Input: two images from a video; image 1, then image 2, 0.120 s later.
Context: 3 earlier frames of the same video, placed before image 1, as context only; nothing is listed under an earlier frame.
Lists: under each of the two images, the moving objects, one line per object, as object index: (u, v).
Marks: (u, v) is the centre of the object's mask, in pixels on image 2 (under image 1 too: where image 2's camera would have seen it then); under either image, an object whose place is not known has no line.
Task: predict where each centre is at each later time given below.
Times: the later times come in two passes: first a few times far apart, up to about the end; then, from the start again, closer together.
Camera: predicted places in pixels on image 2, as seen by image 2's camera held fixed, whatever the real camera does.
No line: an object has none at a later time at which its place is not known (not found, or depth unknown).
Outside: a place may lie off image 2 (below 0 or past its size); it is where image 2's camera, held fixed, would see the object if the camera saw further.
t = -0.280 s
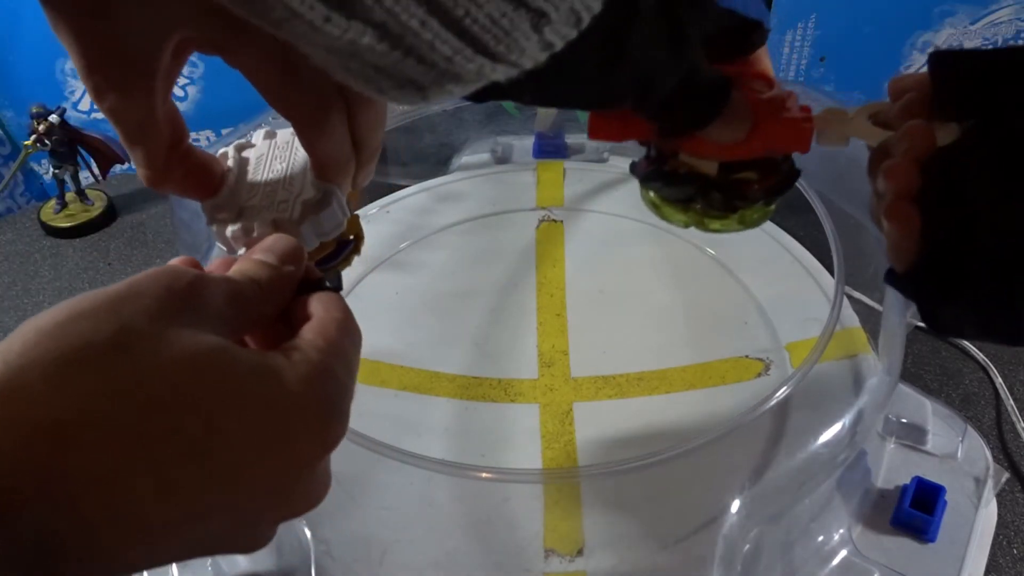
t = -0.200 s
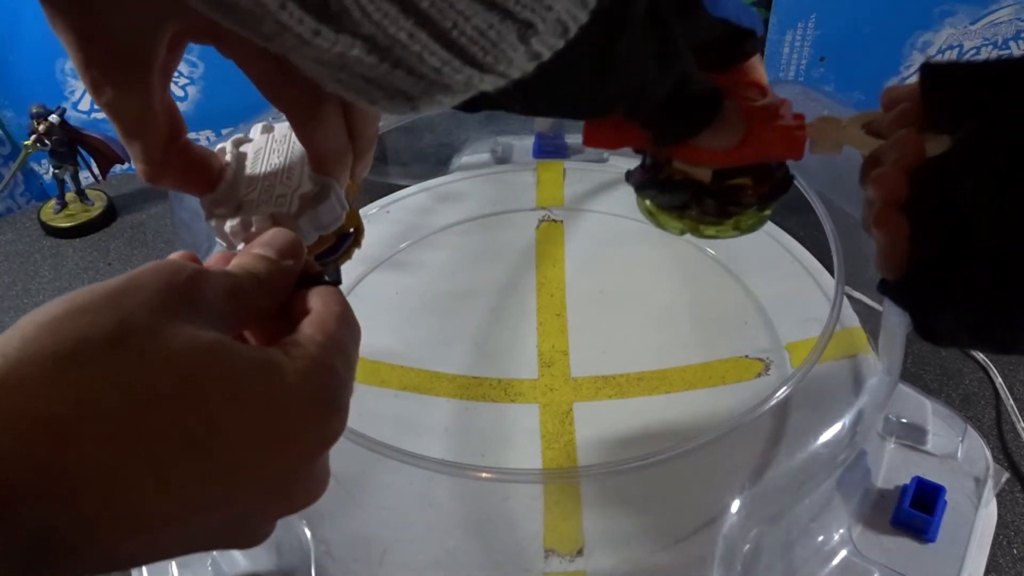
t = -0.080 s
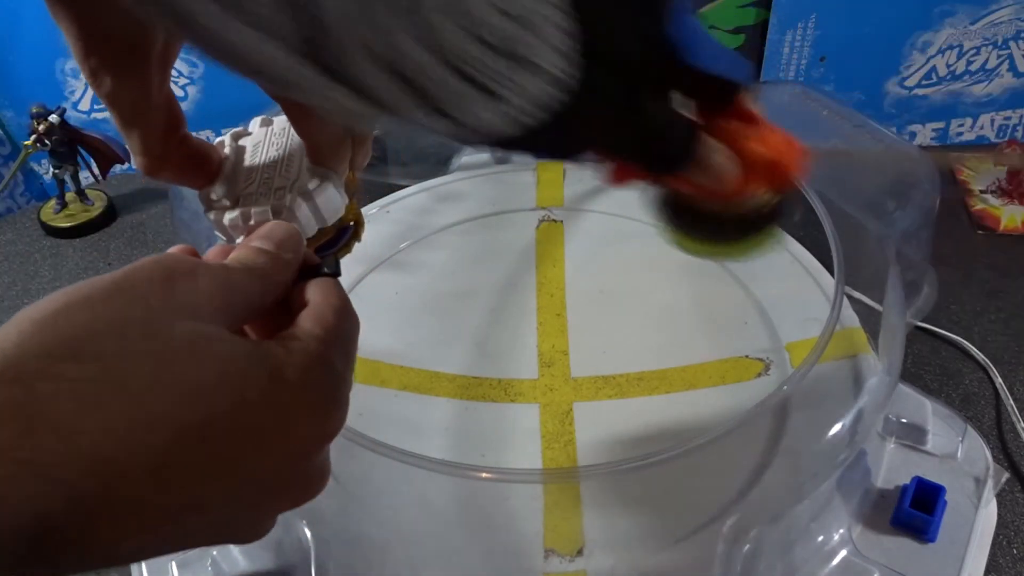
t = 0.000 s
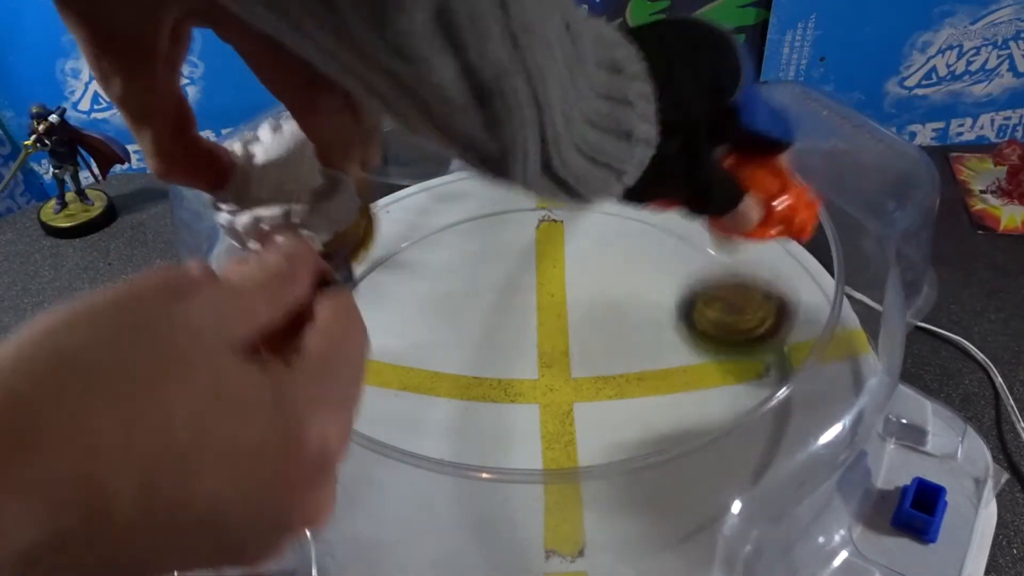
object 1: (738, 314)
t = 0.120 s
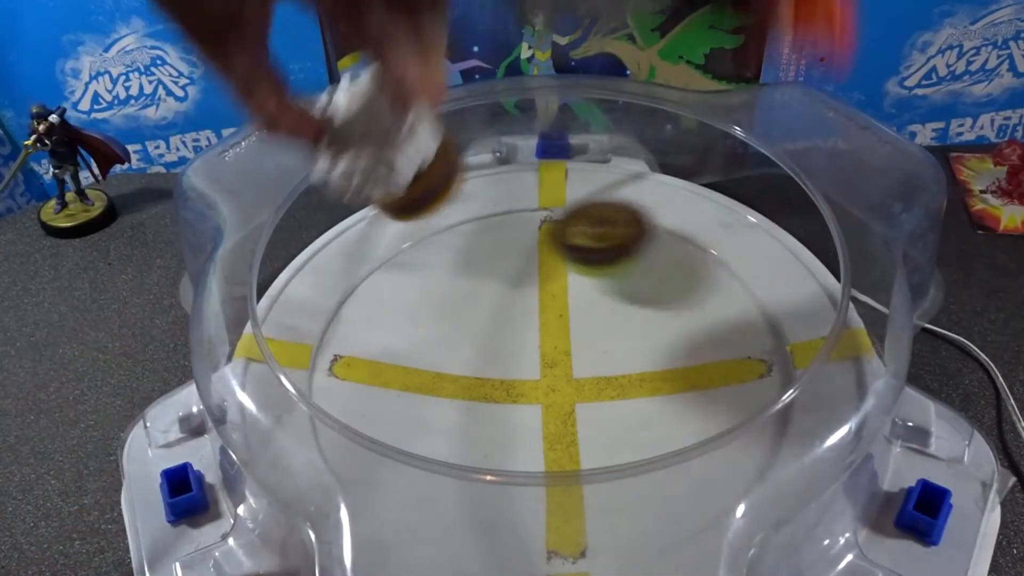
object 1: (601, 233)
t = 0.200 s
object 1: (537, 216)
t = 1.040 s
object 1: (703, 337)
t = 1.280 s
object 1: (470, 389)
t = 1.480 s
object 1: (457, 521)
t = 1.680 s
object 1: (619, 533)
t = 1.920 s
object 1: (599, 380)
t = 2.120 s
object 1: (416, 329)
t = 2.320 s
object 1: (336, 419)
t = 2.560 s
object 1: (509, 418)
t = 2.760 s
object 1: (476, 309)
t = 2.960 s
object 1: (395, 314)
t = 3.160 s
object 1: (448, 341)
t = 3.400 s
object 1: (510, 276)
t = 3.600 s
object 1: (458, 258)
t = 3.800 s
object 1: (498, 325)
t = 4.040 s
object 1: (608, 295)
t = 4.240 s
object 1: (600, 251)
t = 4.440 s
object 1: (539, 288)
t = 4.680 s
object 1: (606, 366)
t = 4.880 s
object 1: (674, 350)
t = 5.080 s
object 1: (623, 311)
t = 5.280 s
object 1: (545, 378)
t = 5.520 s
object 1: (612, 430)
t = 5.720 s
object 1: (626, 379)
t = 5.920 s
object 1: (513, 361)
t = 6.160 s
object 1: (448, 421)
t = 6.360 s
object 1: (538, 417)
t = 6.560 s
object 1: (520, 337)
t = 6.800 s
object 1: (430, 319)
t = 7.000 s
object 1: (446, 365)
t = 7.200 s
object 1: (540, 336)
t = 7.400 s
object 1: (541, 274)
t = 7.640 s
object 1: (484, 290)
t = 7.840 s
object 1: (542, 345)
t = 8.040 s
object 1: (627, 327)
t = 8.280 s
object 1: (601, 285)
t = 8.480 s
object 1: (545, 338)
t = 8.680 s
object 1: (578, 400)
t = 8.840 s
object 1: (636, 401)
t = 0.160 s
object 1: (555, 226)
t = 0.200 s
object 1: (537, 216)
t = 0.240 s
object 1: (526, 227)
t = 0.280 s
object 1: (548, 233)
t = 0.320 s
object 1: (568, 252)
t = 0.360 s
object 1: (582, 276)
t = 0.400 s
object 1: (586, 300)
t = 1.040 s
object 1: (703, 337)
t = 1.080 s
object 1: (659, 334)
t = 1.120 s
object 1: (618, 337)
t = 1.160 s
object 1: (576, 343)
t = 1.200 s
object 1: (536, 353)
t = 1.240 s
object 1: (500, 369)
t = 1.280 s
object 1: (470, 389)
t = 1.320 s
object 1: (443, 415)
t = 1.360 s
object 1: (426, 442)
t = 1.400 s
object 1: (420, 473)
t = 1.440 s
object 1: (429, 505)
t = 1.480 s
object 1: (457, 521)
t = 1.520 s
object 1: (499, 532)
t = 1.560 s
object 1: (532, 538)
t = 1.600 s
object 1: (562, 540)
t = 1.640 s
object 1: (592, 539)
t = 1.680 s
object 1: (619, 533)
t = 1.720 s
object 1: (638, 524)
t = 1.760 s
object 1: (656, 506)
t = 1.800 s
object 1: (660, 469)
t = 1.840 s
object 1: (646, 426)
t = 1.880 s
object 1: (629, 404)
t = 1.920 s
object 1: (599, 380)
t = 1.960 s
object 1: (564, 360)
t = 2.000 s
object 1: (525, 344)
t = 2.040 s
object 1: (488, 334)
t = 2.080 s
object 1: (452, 329)
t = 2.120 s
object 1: (416, 329)
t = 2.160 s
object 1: (383, 335)
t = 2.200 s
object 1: (351, 350)
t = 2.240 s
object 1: (331, 367)
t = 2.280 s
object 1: (320, 390)
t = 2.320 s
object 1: (336, 419)
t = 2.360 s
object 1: (360, 445)
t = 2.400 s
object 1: (387, 462)
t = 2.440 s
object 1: (426, 456)
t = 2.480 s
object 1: (460, 452)
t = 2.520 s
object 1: (490, 434)
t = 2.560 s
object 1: (509, 418)
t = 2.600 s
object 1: (515, 394)
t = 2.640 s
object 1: (514, 369)
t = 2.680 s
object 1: (506, 346)
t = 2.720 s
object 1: (494, 326)
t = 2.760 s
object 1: (476, 309)
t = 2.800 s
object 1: (456, 299)
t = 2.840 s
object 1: (434, 295)
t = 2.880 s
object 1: (413, 298)
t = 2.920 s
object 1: (400, 306)
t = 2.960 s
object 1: (395, 314)
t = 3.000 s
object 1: (396, 322)
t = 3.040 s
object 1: (401, 331)
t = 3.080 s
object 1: (411, 337)
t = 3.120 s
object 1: (427, 341)
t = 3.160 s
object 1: (448, 341)
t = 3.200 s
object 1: (471, 338)
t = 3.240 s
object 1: (491, 329)
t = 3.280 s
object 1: (504, 315)
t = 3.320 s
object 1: (511, 303)
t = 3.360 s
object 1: (512, 289)
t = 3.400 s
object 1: (510, 276)
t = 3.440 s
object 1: (504, 266)
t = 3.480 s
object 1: (495, 258)
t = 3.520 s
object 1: (483, 253)
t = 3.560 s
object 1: (470, 252)
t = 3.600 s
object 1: (458, 258)
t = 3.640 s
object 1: (451, 269)
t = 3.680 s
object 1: (451, 285)
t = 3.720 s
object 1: (460, 302)
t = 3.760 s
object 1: (477, 316)
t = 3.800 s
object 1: (498, 325)
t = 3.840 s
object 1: (522, 330)
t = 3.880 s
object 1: (543, 328)
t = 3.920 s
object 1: (564, 323)
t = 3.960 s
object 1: (582, 315)
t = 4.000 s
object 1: (597, 306)
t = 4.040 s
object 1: (608, 295)
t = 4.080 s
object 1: (615, 284)
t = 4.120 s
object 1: (618, 274)
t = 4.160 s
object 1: (616, 264)
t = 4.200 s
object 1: (610, 256)
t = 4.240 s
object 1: (600, 251)
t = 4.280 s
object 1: (587, 247)
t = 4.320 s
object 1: (572, 249)
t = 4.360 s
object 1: (557, 258)
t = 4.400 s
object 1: (546, 272)
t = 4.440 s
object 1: (539, 288)
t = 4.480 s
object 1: (539, 305)
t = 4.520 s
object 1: (543, 322)
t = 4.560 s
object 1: (554, 337)
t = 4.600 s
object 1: (568, 350)
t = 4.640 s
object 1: (587, 360)
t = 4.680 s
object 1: (606, 366)
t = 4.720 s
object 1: (625, 368)
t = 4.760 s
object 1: (641, 368)
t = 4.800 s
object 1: (656, 365)
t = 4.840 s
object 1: (665, 358)
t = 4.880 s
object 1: (674, 350)
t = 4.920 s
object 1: (680, 338)
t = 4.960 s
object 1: (678, 326)
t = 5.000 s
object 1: (666, 315)
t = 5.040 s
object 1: (646, 309)
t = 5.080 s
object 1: (623, 311)
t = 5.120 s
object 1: (600, 319)
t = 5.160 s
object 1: (579, 330)
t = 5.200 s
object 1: (561, 344)
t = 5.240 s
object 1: (551, 361)
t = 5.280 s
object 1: (545, 378)
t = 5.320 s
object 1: (546, 396)
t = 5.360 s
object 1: (552, 410)
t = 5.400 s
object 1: (563, 424)
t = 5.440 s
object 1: (578, 428)
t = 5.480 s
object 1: (595, 430)
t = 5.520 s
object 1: (612, 430)
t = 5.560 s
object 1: (628, 425)
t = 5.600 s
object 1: (641, 418)
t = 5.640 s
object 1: (646, 408)
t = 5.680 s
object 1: (640, 393)
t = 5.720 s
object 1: (626, 379)
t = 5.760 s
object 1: (607, 368)
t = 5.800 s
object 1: (584, 361)
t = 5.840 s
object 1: (561, 358)
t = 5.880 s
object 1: (536, 357)
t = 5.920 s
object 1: (513, 361)
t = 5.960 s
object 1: (491, 367)
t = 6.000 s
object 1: (472, 375)
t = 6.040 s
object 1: (456, 386)
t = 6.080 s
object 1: (446, 399)
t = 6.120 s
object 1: (443, 411)
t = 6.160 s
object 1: (448, 421)
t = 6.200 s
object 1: (462, 428)
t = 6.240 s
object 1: (480, 432)
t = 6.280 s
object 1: (502, 433)
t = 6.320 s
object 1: (522, 429)
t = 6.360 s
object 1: (538, 417)
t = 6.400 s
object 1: (546, 401)
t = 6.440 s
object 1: (547, 382)
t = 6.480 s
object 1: (543, 365)
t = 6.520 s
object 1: (533, 350)
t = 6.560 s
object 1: (520, 337)
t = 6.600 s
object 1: (506, 326)
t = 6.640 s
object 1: (490, 319)
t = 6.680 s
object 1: (475, 314)
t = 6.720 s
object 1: (458, 312)
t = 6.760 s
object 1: (443, 314)
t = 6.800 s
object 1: (430, 319)
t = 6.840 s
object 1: (419, 326)
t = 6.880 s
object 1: (415, 336)
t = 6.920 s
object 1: (417, 347)
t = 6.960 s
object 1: (429, 357)
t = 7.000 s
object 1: (446, 365)
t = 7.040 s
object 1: (466, 367)
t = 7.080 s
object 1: (486, 366)
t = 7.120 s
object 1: (506, 359)
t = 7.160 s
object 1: (525, 350)
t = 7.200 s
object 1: (540, 336)
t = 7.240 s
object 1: (549, 323)
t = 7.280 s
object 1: (553, 309)
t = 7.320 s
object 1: (553, 296)
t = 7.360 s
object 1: (548, 284)
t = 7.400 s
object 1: (541, 274)
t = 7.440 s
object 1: (531, 268)
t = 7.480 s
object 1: (518, 265)
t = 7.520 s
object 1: (507, 265)
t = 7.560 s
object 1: (497, 269)
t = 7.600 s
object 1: (488, 277)
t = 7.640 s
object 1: (484, 290)
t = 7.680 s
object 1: (485, 303)
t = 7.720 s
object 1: (493, 317)
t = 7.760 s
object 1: (506, 330)
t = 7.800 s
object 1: (524, 340)
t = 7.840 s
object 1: (542, 345)
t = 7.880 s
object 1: (563, 347)
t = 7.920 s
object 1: (584, 346)
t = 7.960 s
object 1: (602, 341)
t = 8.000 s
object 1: (616, 335)
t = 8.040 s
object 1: (627, 327)
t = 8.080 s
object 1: (633, 316)
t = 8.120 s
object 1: (636, 306)
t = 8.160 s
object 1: (635, 298)
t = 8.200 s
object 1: (628, 290)
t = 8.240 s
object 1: (616, 284)
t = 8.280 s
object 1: (601, 285)
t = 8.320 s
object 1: (585, 289)
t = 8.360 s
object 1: (570, 299)
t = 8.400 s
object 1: (559, 310)
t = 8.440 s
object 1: (549, 324)
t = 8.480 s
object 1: (545, 338)
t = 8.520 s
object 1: (545, 352)
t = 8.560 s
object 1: (549, 366)
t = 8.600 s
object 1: (556, 379)
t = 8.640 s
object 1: (565, 391)
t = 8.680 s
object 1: (578, 400)
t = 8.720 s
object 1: (592, 407)
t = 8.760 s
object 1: (608, 409)
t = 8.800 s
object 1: (623, 407)
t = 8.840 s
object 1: (636, 401)
